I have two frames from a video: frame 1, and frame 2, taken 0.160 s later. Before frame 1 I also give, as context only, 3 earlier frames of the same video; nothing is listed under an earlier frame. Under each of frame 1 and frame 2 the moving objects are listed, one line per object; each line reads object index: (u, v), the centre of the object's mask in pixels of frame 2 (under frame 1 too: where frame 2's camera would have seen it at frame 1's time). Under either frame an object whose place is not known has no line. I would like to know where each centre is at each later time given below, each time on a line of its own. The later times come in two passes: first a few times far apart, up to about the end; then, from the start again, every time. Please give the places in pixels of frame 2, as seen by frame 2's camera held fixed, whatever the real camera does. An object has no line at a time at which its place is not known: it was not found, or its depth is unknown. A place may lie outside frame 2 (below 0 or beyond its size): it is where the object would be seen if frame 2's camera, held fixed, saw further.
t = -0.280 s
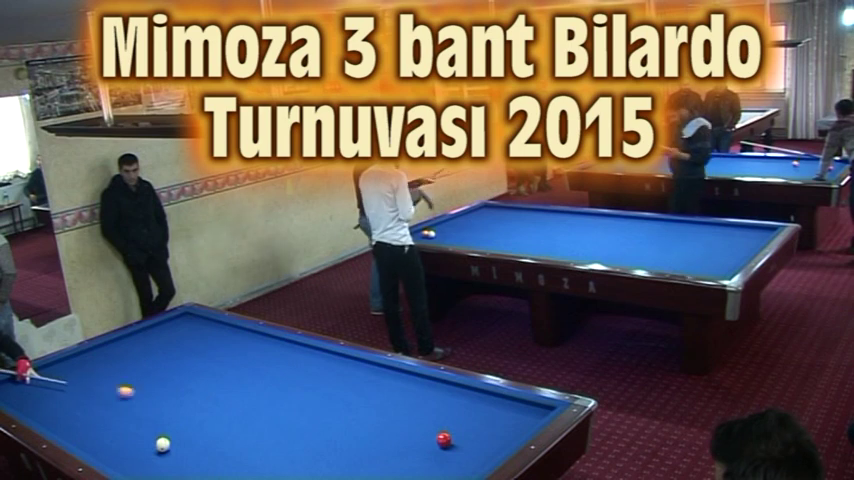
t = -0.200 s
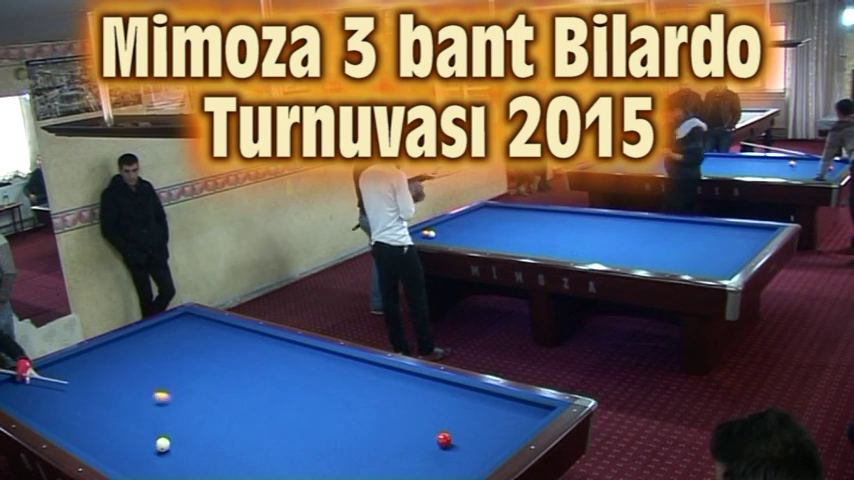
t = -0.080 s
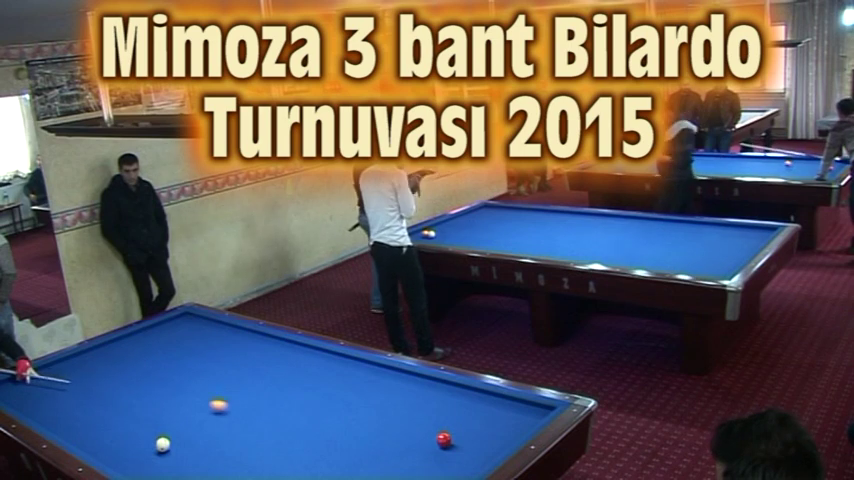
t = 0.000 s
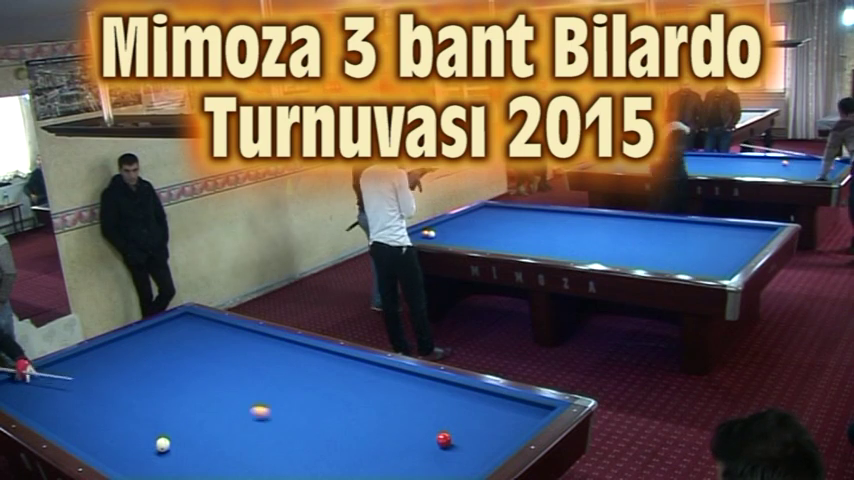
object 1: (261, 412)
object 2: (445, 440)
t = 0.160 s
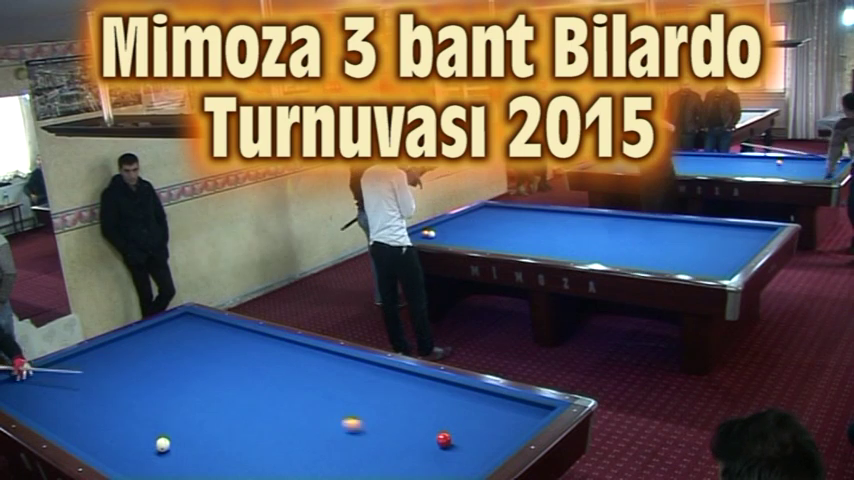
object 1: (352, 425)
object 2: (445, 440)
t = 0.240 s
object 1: (402, 431)
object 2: (444, 440)
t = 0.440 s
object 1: (467, 421)
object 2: (470, 451)
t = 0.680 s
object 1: (531, 407)
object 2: (394, 429)
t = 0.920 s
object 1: (504, 419)
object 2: (340, 412)
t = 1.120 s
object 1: (463, 426)
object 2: (300, 399)
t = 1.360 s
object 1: (413, 434)
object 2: (257, 385)
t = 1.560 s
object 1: (372, 440)
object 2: (225, 374)
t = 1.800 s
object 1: (323, 447)
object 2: (190, 363)
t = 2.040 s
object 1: (274, 454)
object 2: (161, 353)
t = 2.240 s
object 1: (234, 460)
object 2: (138, 344)
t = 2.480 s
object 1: (187, 465)
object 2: (120, 339)
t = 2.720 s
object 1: (140, 471)
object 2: (136, 344)
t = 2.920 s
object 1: (130, 462)
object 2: (149, 349)
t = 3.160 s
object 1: (131, 446)
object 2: (164, 355)
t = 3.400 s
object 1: (132, 431)
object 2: (179, 361)
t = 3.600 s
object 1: (133, 420)
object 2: (193, 366)
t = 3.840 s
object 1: (134, 407)
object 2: (210, 372)
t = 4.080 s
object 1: (136, 395)
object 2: (228, 379)
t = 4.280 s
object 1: (136, 386)
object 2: (243, 384)
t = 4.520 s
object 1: (137, 377)
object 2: (263, 391)
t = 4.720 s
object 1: (138, 369)
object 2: (279, 397)
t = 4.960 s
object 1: (139, 360)
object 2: (300, 405)
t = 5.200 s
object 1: (140, 353)
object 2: (321, 413)
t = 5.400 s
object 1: (140, 347)
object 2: (340, 419)
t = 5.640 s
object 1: (141, 340)
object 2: (363, 427)
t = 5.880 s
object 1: (141, 333)
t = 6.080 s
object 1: (142, 327)
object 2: (409, 442)
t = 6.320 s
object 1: (155, 327)
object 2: (434, 452)
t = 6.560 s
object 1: (167, 326)
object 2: (461, 461)
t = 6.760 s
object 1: (177, 325)
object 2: (475, 465)
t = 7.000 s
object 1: (188, 323)
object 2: (459, 460)
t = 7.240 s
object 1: (199, 322)
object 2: (444, 456)
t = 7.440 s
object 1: (208, 321)
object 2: (432, 452)
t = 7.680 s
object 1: (215, 322)
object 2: (418, 448)
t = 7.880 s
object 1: (215, 324)
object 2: (408, 445)
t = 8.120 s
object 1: (216, 326)
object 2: (396, 441)
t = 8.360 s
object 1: (217, 328)
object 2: (385, 437)
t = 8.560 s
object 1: (217, 330)
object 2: (376, 434)
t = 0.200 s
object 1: (377, 428)
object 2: (444, 440)
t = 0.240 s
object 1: (402, 431)
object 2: (444, 440)
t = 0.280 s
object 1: (427, 434)
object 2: (444, 440)
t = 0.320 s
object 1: (440, 432)
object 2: (460, 445)
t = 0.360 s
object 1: (449, 428)
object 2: (479, 452)
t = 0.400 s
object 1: (458, 425)
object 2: (485, 455)
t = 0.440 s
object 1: (467, 421)
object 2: (470, 451)
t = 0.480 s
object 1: (477, 418)
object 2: (455, 447)
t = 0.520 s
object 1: (487, 416)
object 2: (441, 443)
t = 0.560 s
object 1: (497, 413)
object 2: (428, 439)
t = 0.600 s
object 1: (508, 410)
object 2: (416, 435)
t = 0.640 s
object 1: (519, 409)
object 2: (404, 432)
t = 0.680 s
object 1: (531, 407)
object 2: (394, 429)
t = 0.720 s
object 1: (539, 408)
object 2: (384, 426)
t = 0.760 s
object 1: (542, 412)
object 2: (375, 423)
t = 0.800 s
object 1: (533, 414)
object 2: (366, 420)
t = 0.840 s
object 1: (523, 416)
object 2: (357, 417)
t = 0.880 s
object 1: (513, 418)
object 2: (348, 414)
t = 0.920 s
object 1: (504, 419)
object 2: (340, 412)
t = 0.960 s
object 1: (495, 421)
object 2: (331, 409)
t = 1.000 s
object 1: (487, 422)
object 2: (323, 407)
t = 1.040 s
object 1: (479, 424)
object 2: (315, 404)
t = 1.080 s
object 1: (471, 425)
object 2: (307, 402)
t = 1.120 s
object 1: (463, 426)
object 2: (300, 399)
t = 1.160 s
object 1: (454, 428)
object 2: (292, 397)
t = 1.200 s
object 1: (446, 429)
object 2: (285, 394)
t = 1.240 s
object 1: (438, 430)
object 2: (278, 392)
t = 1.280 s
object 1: (430, 432)
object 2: (271, 390)
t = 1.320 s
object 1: (422, 433)
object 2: (264, 387)
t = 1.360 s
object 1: (413, 434)
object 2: (257, 385)
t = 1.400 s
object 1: (405, 435)
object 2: (250, 383)
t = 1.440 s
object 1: (397, 437)
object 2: (244, 381)
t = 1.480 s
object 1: (389, 438)
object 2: (237, 378)
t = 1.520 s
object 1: (380, 439)
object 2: (231, 376)
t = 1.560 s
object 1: (372, 440)
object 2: (225, 374)
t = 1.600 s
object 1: (364, 442)
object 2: (219, 373)
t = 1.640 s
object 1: (356, 443)
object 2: (213, 370)
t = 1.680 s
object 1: (347, 444)
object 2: (207, 369)
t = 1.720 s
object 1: (339, 445)
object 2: (202, 366)
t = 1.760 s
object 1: (331, 446)
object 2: (197, 365)
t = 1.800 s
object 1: (323, 447)
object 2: (190, 363)
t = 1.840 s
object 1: (315, 449)
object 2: (185, 361)
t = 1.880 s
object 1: (306, 450)
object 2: (181, 359)
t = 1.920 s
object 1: (298, 451)
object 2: (175, 358)
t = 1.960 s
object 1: (290, 452)
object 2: (170, 356)
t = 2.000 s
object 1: (282, 453)
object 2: (165, 354)
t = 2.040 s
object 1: (274, 454)
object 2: (161, 353)
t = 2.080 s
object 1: (266, 456)
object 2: (156, 351)
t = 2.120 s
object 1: (258, 456)
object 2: (151, 349)
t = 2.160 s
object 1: (250, 457)
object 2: (147, 348)
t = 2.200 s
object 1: (242, 459)
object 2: (142, 346)
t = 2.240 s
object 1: (234, 460)
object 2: (138, 344)
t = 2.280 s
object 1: (226, 461)
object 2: (133, 343)
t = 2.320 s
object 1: (218, 462)
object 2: (129, 341)
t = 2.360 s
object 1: (210, 463)
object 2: (125, 340)
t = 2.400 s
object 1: (202, 464)
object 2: (121, 339)
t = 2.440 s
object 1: (194, 465)
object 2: (118, 338)
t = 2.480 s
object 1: (187, 465)
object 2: (120, 339)
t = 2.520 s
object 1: (179, 466)
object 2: (123, 339)
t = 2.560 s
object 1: (171, 467)
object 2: (126, 341)
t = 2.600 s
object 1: (163, 468)
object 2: (129, 342)
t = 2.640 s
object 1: (155, 469)
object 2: (132, 343)
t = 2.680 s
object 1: (148, 470)
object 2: (134, 344)
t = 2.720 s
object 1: (140, 471)
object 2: (136, 344)
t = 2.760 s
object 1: (132, 472)
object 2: (139, 346)
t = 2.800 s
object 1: (128, 471)
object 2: (141, 346)
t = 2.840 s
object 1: (129, 468)
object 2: (144, 347)
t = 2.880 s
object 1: (130, 465)
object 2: (146, 348)
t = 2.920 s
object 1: (130, 462)
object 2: (149, 349)
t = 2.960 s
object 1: (130, 459)
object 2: (151, 350)
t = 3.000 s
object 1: (130, 457)
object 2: (154, 351)
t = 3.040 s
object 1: (130, 454)
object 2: (156, 352)
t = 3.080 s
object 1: (130, 451)
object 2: (158, 353)
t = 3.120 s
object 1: (131, 449)
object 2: (161, 354)
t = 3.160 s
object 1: (131, 446)
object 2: (164, 355)
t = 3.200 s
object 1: (131, 443)
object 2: (166, 356)
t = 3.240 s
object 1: (131, 441)
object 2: (169, 357)
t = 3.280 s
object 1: (132, 438)
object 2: (171, 358)
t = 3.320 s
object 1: (132, 436)
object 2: (174, 359)
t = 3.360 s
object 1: (132, 433)
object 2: (177, 360)
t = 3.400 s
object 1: (132, 431)
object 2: (179, 361)
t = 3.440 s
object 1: (133, 428)
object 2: (182, 362)
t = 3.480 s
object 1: (133, 426)
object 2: (185, 363)
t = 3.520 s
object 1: (133, 424)
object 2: (188, 364)
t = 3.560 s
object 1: (133, 422)
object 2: (190, 365)
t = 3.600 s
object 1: (133, 420)
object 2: (193, 366)
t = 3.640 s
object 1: (134, 417)
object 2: (196, 367)
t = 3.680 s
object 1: (134, 415)
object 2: (199, 368)
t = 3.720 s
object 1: (134, 413)
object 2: (202, 369)
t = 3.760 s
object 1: (134, 411)
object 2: (205, 370)
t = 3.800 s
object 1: (134, 409)
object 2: (208, 371)
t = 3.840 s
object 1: (134, 407)
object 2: (210, 372)
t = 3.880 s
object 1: (135, 405)
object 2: (213, 373)
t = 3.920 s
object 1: (135, 403)
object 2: (216, 374)
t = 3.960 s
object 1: (135, 401)
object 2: (219, 375)
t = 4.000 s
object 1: (135, 399)
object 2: (222, 376)
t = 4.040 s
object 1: (135, 397)
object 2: (225, 378)
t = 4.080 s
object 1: (136, 395)
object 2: (228, 379)
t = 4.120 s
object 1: (136, 393)
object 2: (231, 380)
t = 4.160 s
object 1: (136, 392)
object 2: (234, 381)
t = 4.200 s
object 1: (136, 390)
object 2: (237, 382)
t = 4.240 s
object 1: (136, 388)
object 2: (240, 383)
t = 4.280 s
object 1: (136, 386)
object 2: (243, 384)
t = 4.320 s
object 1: (136, 385)
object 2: (247, 385)
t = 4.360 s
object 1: (137, 383)
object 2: (249, 386)
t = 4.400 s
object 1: (137, 382)
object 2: (253, 388)
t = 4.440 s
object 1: (137, 380)
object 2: (256, 389)
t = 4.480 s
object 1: (137, 378)
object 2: (259, 390)
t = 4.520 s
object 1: (137, 377)
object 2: (263, 391)
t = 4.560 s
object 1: (138, 375)
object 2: (266, 393)
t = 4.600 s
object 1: (138, 373)
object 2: (269, 394)
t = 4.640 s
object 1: (138, 372)
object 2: (272, 395)
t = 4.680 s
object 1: (138, 370)
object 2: (276, 396)
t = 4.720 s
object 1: (138, 369)
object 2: (279, 397)
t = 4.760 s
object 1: (138, 367)
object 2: (283, 399)
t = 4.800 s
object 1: (139, 366)
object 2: (286, 400)
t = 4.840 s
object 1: (139, 365)
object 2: (289, 401)
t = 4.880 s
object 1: (139, 363)
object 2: (293, 402)
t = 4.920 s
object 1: (139, 362)
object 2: (296, 404)
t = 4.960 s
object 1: (139, 360)
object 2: (300, 405)
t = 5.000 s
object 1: (139, 359)
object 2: (303, 406)
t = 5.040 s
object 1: (139, 358)
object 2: (307, 407)
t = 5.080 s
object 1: (139, 356)
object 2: (310, 409)
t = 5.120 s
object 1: (139, 355)
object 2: (314, 410)
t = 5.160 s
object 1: (140, 354)
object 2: (318, 411)
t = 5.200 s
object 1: (140, 353)
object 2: (321, 413)
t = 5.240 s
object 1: (140, 352)
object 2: (325, 414)
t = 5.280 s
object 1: (140, 350)
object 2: (329, 415)
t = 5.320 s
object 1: (140, 349)
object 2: (332, 417)
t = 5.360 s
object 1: (140, 348)
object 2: (336, 418)
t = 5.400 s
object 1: (140, 347)
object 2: (340, 419)
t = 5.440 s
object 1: (140, 346)
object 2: (344, 420)
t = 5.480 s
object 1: (141, 344)
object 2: (348, 422)
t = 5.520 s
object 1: (141, 343)
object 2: (351, 423)
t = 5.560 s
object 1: (141, 342)
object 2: (355, 425)
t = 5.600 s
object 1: (141, 340)
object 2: (359, 426)
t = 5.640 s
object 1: (141, 340)
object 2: (363, 427)
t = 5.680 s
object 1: (141, 339)
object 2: (367, 429)
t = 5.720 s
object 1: (141, 337)
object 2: (371, 430)
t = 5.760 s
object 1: (141, 336)
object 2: (375, 431)
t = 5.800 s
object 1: (141, 335)
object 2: (379, 432)
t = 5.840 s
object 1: (141, 334)
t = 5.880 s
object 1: (141, 333)
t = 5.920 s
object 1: (141, 332)
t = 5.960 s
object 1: (142, 331)
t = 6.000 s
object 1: (142, 329)
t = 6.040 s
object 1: (142, 328)
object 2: (406, 441)
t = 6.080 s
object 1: (142, 327)
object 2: (409, 442)
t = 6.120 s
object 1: (144, 328)
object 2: (413, 444)
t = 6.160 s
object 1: (146, 327)
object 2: (417, 446)
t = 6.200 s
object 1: (148, 327)
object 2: (422, 447)
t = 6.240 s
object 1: (150, 327)
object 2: (426, 448)
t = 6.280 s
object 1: (152, 327)
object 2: (430, 450)
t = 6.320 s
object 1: (155, 327)
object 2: (434, 452)
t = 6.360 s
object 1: (157, 326)
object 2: (439, 453)
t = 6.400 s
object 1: (159, 326)
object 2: (443, 454)
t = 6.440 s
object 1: (161, 326)
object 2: (447, 456)
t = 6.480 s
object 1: (163, 326)
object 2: (452, 458)
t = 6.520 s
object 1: (165, 326)
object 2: (456, 459)
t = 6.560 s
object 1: (167, 326)
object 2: (461, 461)
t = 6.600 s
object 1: (169, 325)
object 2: (466, 462)
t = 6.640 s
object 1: (171, 325)
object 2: (470, 463)
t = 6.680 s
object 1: (173, 325)
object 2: (474, 464)
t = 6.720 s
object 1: (175, 325)
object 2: (477, 465)
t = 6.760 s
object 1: (177, 325)
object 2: (475, 465)
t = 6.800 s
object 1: (179, 324)
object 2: (472, 464)
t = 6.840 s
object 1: (181, 324)
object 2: (470, 463)
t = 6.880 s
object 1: (183, 324)
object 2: (467, 463)
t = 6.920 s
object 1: (184, 324)
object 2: (464, 462)
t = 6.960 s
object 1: (186, 324)
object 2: (462, 462)
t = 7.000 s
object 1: (188, 323)
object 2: (459, 460)
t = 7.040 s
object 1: (190, 323)
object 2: (456, 460)
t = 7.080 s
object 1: (192, 323)
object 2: (454, 459)
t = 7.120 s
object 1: (194, 323)
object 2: (451, 459)
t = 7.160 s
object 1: (196, 323)
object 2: (449, 458)
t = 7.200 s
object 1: (197, 322)
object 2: (446, 457)
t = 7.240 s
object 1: (199, 322)
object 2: (444, 456)
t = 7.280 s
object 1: (201, 322)
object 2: (441, 455)
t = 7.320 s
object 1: (203, 322)
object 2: (439, 455)
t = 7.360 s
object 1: (205, 322)
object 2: (436, 454)
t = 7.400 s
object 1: (207, 322)
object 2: (434, 453)
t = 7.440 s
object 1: (208, 321)
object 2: (432, 452)
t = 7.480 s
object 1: (210, 321)
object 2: (429, 452)
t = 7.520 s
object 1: (212, 321)
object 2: (427, 451)
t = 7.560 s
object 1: (213, 321)
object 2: (425, 450)
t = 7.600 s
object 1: (214, 321)
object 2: (423, 449)
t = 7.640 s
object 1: (215, 321)
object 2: (421, 449)
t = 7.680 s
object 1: (215, 322)
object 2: (418, 448)
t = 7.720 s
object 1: (215, 323)
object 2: (416, 447)
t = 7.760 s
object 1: (215, 323)
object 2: (414, 447)
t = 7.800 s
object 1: (215, 323)
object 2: (412, 446)
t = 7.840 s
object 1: (215, 323)
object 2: (410, 445)
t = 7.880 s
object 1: (215, 324)
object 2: (408, 445)
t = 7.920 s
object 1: (215, 324)
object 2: (406, 444)
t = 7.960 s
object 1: (215, 325)
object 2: (404, 443)
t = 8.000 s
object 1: (215, 325)
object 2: (402, 442)
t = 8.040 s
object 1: (215, 326)
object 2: (400, 442)
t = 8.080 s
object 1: (216, 326)
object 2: (398, 441)
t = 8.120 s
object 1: (216, 326)
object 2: (396, 441)
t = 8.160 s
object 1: (216, 327)
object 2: (394, 440)
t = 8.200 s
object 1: (216, 327)
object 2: (392, 439)
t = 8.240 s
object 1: (216, 327)
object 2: (390, 439)
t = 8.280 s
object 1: (217, 328)
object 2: (389, 438)
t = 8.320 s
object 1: (217, 328)
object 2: (387, 437)
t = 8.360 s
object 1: (217, 328)
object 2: (385, 437)
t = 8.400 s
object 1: (217, 329)
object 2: (383, 436)
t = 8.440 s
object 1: (217, 329)
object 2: (381, 435)
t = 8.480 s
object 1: (217, 329)
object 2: (380, 435)
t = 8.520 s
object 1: (217, 330)
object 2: (378, 434)
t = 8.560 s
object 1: (217, 330)
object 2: (376, 434)
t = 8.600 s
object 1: (217, 330)
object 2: (374, 433)
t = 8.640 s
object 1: (217, 331)
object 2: (373, 432)
